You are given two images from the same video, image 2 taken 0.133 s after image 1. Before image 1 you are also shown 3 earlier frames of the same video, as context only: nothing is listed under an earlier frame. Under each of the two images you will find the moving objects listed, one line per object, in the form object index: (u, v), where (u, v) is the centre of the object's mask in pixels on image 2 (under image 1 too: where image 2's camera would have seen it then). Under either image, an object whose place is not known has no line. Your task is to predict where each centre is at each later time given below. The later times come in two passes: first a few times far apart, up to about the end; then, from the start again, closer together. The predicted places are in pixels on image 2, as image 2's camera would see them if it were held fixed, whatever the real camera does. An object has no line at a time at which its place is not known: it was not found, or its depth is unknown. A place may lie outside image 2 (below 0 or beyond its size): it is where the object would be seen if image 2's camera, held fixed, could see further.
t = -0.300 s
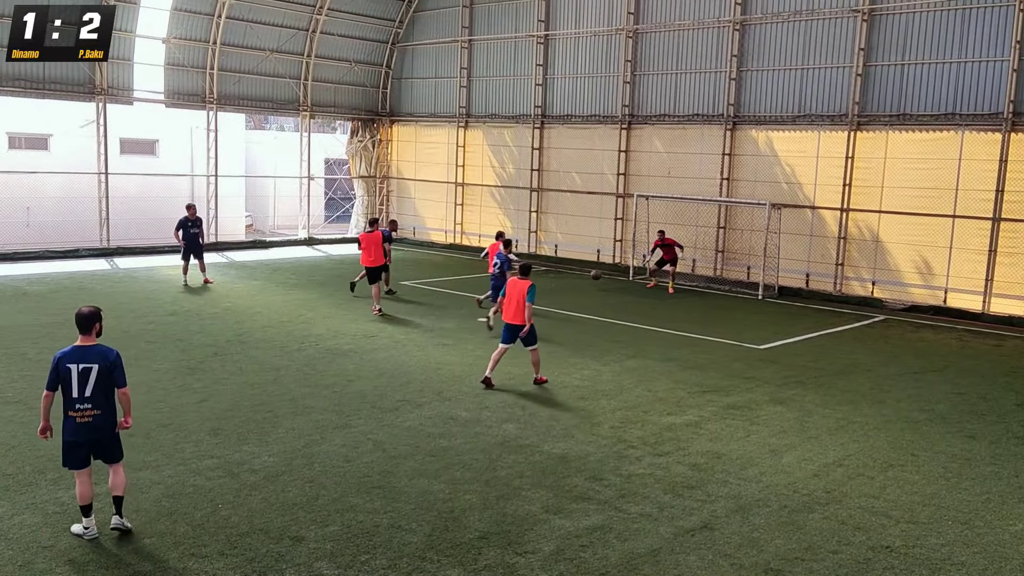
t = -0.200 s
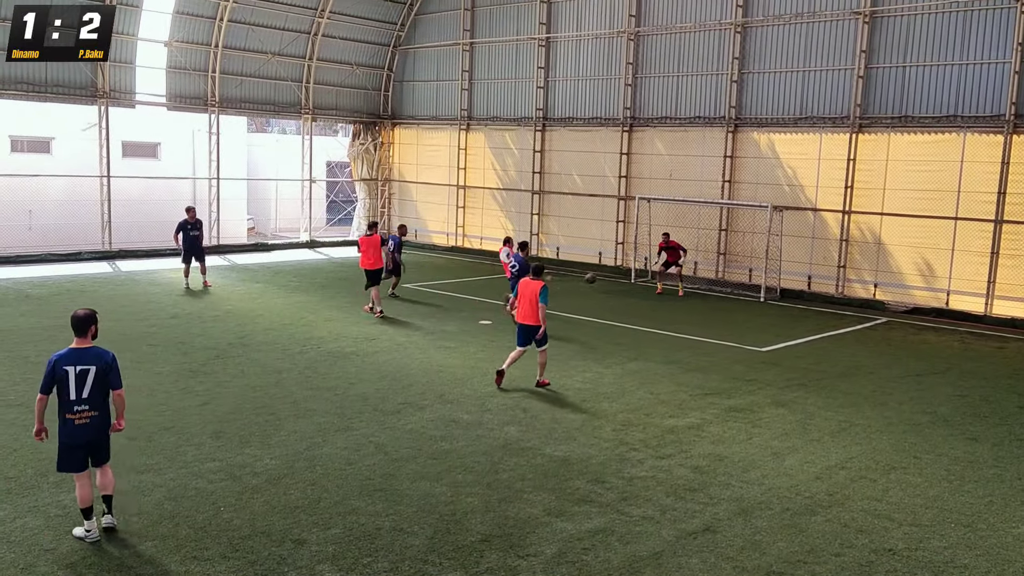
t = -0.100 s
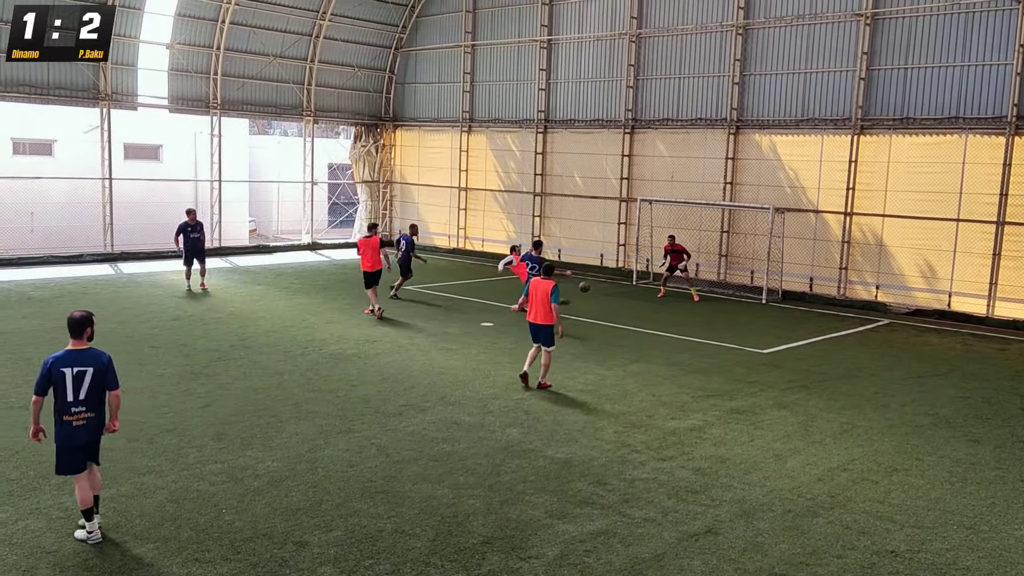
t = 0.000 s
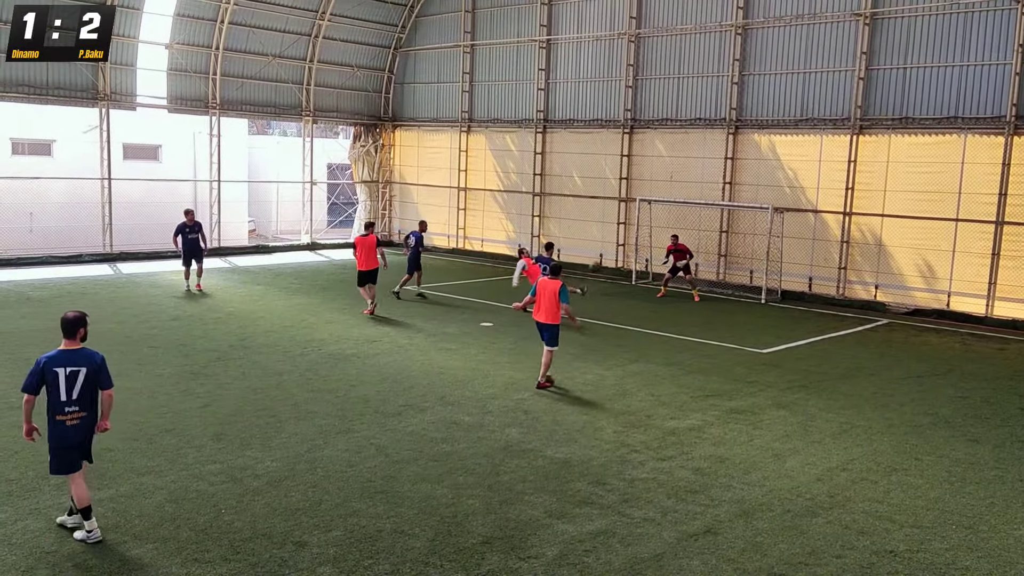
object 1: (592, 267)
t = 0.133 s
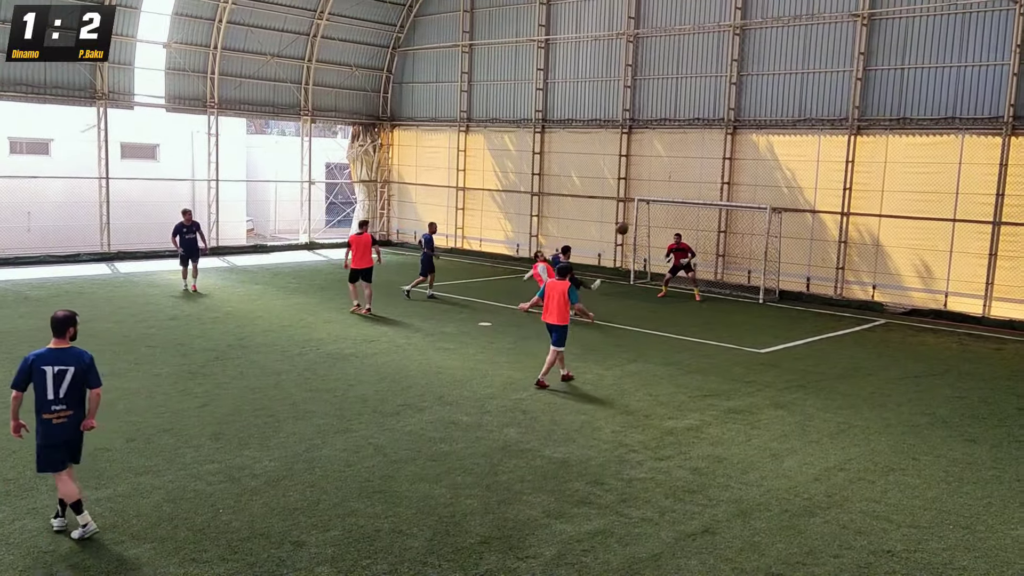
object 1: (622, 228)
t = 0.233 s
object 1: (645, 205)
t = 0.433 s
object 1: (697, 172)
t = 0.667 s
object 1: (773, 171)
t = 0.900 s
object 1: (871, 232)
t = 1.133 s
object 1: (1006, 397)
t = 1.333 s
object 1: (1171, 669)
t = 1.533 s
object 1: (1389, 618)
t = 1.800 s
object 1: (1333, 690)
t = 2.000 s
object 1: (1260, 745)
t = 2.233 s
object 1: (1196, 649)
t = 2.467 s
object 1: (1122, 664)
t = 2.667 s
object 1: (1069, 692)
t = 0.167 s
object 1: (629, 220)
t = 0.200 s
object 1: (637, 213)
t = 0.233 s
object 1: (645, 205)
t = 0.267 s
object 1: (653, 198)
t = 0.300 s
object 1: (662, 191)
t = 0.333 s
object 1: (670, 186)
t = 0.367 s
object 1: (679, 180)
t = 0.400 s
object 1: (688, 176)
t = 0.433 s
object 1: (697, 172)
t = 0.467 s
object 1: (707, 169)
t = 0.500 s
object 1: (717, 168)
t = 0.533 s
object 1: (728, 166)
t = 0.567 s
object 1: (738, 166)
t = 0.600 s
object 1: (749, 167)
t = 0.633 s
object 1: (761, 169)
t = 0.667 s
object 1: (773, 171)
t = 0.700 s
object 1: (786, 176)
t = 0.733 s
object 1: (798, 181)
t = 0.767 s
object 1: (812, 188)
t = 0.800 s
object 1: (825, 196)
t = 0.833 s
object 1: (840, 206)
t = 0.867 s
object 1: (856, 218)
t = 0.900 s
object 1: (871, 232)
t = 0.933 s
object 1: (888, 248)
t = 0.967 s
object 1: (905, 266)
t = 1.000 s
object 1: (924, 286)
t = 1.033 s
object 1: (943, 310)
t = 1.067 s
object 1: (963, 336)
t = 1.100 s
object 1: (984, 364)
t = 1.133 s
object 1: (1006, 397)
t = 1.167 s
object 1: (1029, 434)
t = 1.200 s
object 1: (1054, 475)
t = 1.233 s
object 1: (1083, 520)
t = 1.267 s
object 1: (1111, 571)
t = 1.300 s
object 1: (1139, 623)
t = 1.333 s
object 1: (1171, 669)
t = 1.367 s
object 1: (1203, 656)
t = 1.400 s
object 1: (1236, 646)
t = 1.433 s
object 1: (1272, 634)
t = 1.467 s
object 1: (1312, 626)
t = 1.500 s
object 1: (1353, 619)
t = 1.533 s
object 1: (1389, 618)
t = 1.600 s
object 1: (1409, 606)
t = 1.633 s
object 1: (1398, 617)
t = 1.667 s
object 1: (1387, 626)
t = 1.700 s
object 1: (1379, 639)
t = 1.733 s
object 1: (1364, 655)
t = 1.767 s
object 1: (1351, 673)
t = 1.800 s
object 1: (1333, 690)
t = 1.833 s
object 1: (1320, 713)
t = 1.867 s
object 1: (1303, 734)
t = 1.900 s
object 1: (1291, 758)
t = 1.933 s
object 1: (1278, 786)
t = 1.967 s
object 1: (1270, 769)
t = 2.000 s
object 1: (1260, 745)
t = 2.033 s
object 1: (1253, 725)
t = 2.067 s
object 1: (1242, 706)
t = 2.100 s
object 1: (1233, 689)
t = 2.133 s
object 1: (1225, 675)
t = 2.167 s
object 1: (1214, 664)
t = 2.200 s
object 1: (1206, 655)
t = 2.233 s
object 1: (1196, 649)
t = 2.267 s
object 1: (1184, 643)
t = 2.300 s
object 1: (1175, 643)
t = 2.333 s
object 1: (1164, 643)
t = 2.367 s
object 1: (1154, 646)
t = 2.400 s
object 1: (1144, 651)
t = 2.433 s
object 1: (1133, 656)
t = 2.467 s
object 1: (1122, 664)
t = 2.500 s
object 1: (1111, 675)
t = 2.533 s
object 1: (1100, 687)
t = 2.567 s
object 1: (1090, 702)
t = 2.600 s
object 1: (1081, 717)
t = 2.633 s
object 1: (1076, 707)
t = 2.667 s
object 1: (1069, 692)
